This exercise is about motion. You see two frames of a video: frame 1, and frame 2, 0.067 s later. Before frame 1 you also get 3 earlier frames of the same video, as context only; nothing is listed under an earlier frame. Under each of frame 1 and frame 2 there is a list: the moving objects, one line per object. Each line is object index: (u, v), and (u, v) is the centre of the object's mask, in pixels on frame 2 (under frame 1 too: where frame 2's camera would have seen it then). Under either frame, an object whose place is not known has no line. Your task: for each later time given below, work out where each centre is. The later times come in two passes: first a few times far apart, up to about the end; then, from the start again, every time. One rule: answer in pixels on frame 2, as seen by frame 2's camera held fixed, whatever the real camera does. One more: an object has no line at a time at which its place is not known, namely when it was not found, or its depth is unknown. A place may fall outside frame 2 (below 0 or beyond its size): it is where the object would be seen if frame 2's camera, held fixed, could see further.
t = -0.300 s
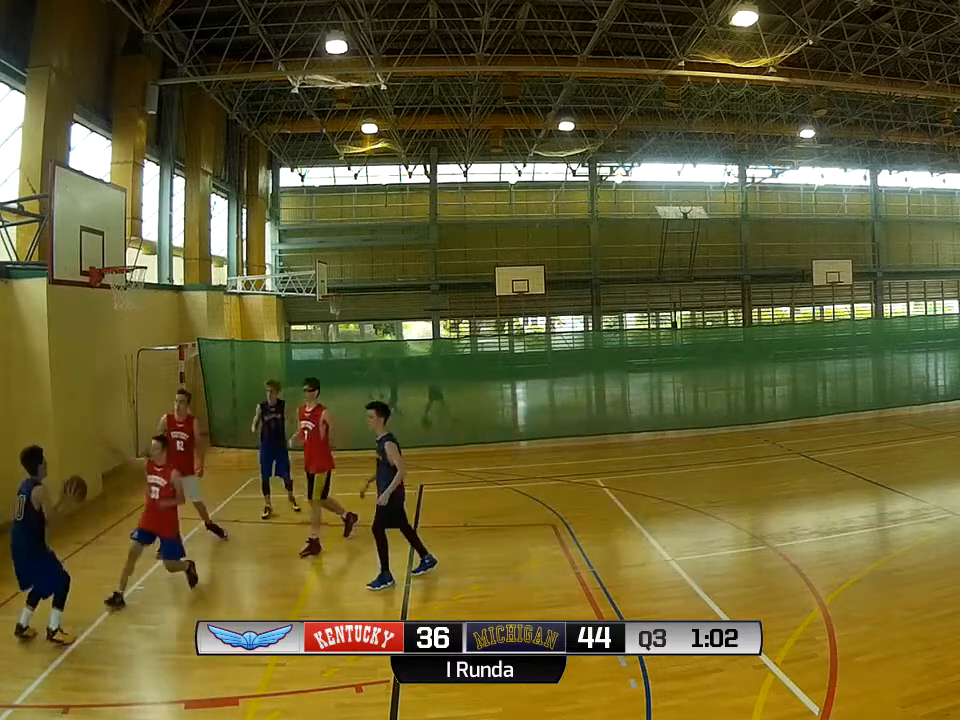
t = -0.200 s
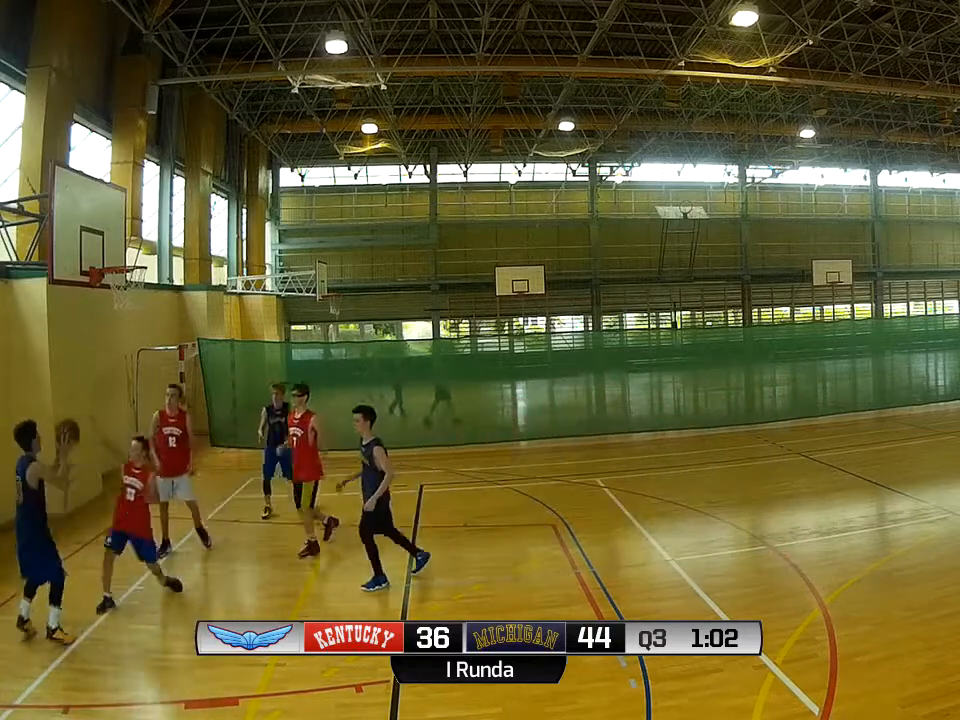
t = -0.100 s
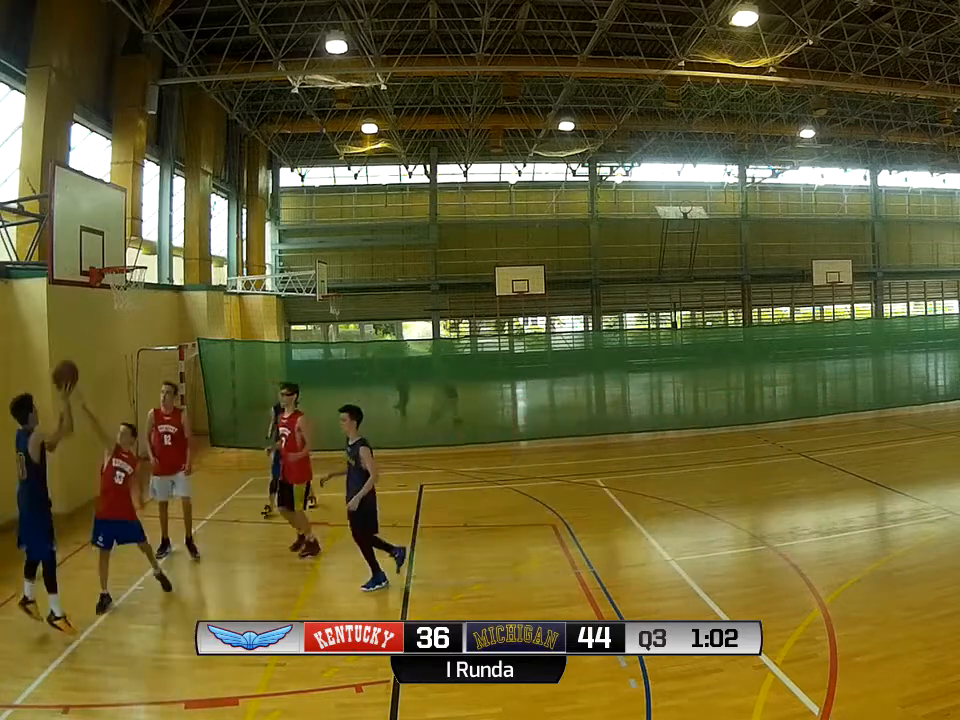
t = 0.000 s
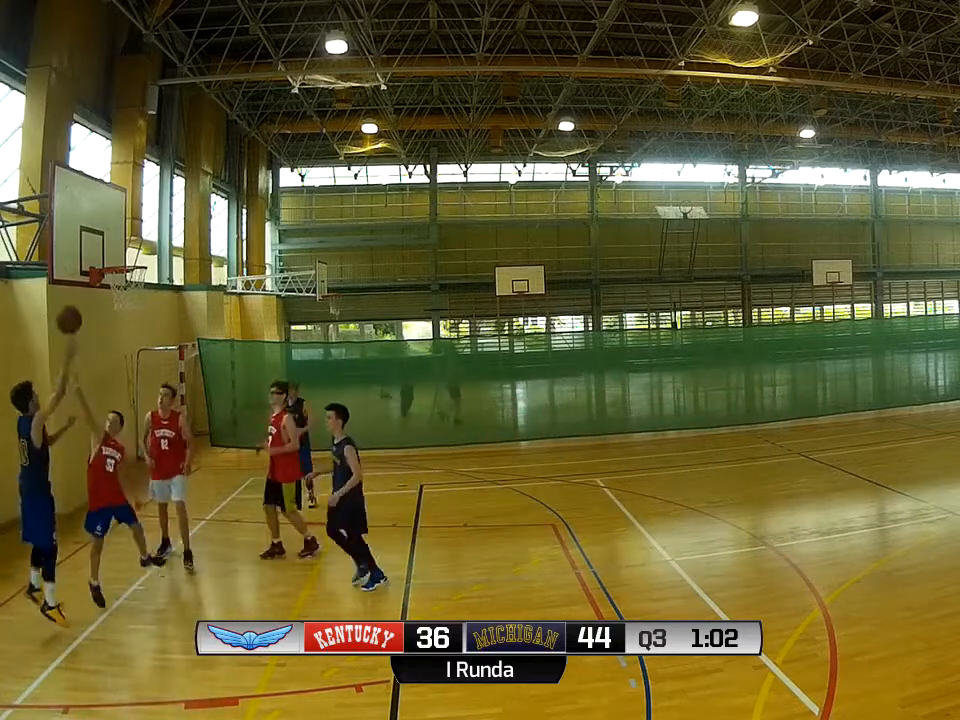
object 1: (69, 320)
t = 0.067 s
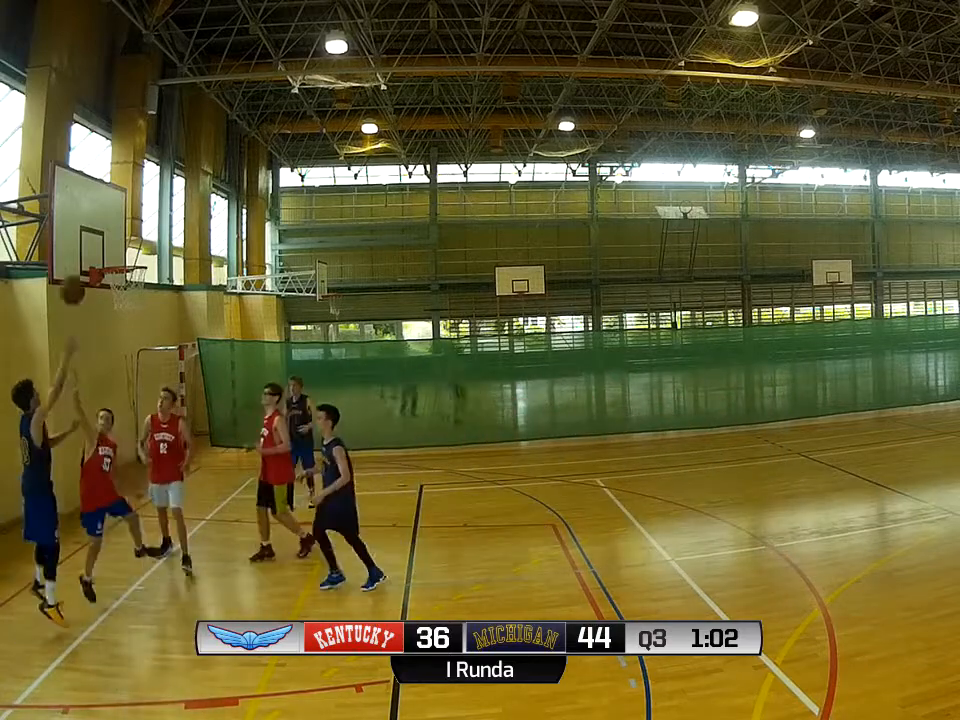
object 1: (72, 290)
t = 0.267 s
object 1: (84, 236)
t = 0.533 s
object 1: (98, 237)
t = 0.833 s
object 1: (110, 240)
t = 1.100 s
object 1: (126, 258)
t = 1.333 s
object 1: (121, 288)
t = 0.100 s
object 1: (74, 277)
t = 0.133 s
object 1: (76, 266)
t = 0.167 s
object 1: (78, 256)
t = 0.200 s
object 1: (80, 248)
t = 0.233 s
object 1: (82, 241)
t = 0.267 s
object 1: (84, 236)
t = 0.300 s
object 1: (86, 232)
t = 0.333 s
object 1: (88, 229)
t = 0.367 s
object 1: (90, 227)
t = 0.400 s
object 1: (91, 227)
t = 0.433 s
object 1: (93, 228)
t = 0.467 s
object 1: (95, 229)
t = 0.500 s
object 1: (97, 233)
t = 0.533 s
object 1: (98, 237)
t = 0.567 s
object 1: (100, 243)
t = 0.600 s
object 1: (102, 249)
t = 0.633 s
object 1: (103, 255)
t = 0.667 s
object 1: (104, 249)
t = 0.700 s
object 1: (106, 245)
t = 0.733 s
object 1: (107, 242)
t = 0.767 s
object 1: (108, 240)
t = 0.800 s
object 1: (109, 239)
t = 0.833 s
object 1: (110, 240)
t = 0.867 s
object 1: (111, 240)
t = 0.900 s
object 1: (113, 243)
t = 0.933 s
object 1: (114, 247)
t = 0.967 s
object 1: (115, 252)
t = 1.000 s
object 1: (116, 257)
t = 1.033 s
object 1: (119, 257)
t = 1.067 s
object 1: (123, 258)
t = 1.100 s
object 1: (126, 258)
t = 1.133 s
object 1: (131, 263)
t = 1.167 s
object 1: (135, 267)
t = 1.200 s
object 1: (134, 270)
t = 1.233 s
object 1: (131, 272)
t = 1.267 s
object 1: (127, 276)
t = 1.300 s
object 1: (124, 281)
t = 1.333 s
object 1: (121, 288)
